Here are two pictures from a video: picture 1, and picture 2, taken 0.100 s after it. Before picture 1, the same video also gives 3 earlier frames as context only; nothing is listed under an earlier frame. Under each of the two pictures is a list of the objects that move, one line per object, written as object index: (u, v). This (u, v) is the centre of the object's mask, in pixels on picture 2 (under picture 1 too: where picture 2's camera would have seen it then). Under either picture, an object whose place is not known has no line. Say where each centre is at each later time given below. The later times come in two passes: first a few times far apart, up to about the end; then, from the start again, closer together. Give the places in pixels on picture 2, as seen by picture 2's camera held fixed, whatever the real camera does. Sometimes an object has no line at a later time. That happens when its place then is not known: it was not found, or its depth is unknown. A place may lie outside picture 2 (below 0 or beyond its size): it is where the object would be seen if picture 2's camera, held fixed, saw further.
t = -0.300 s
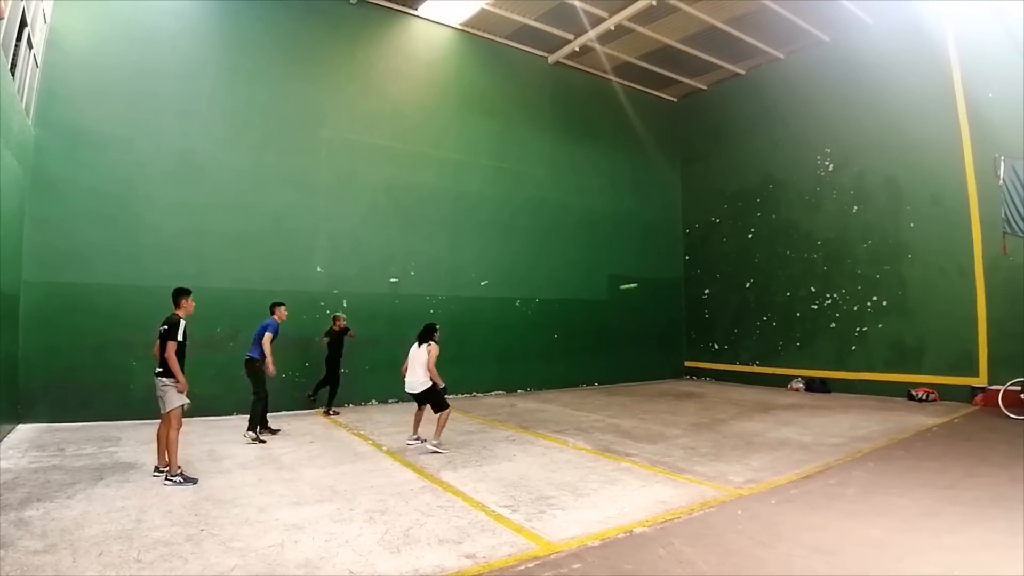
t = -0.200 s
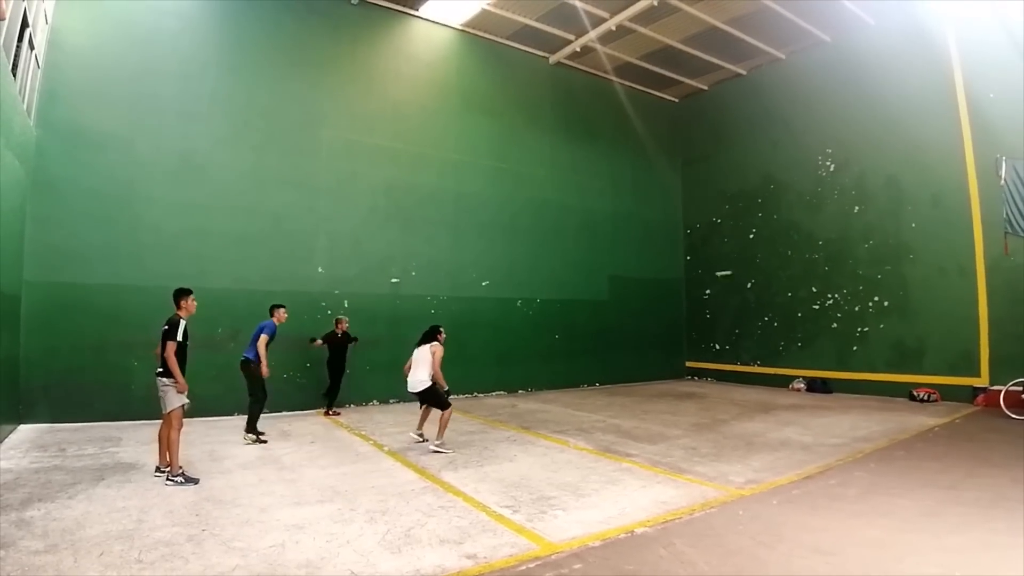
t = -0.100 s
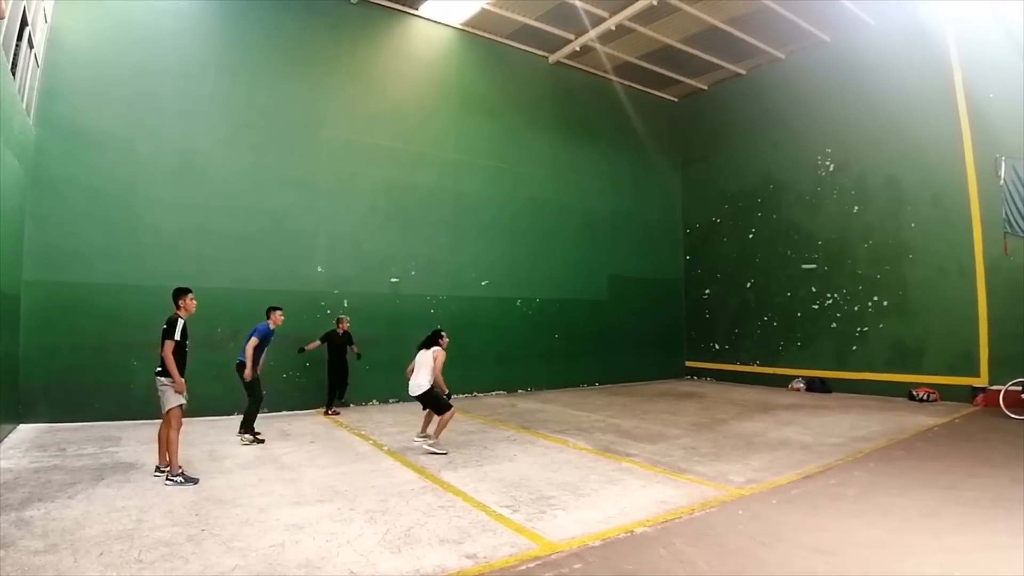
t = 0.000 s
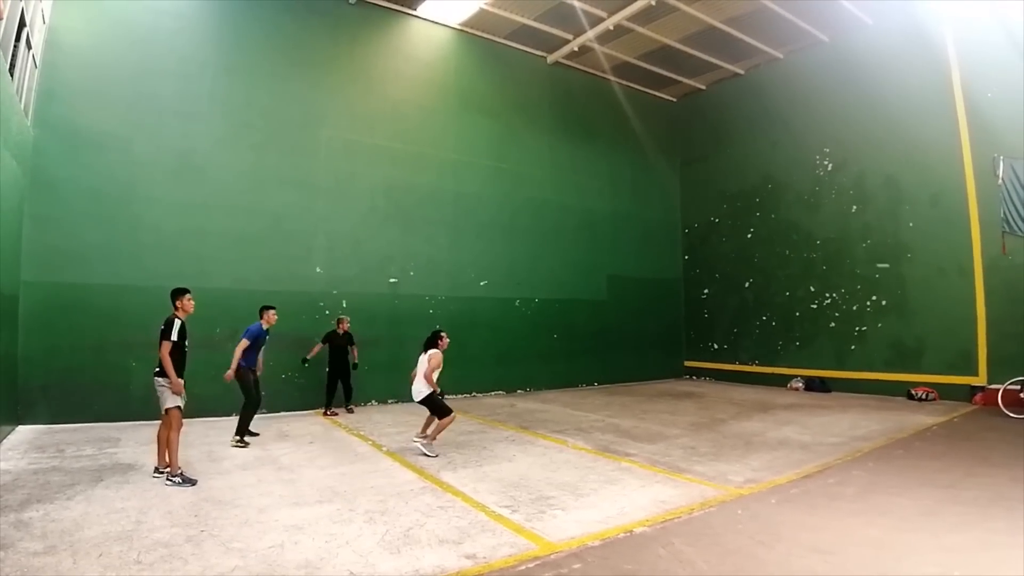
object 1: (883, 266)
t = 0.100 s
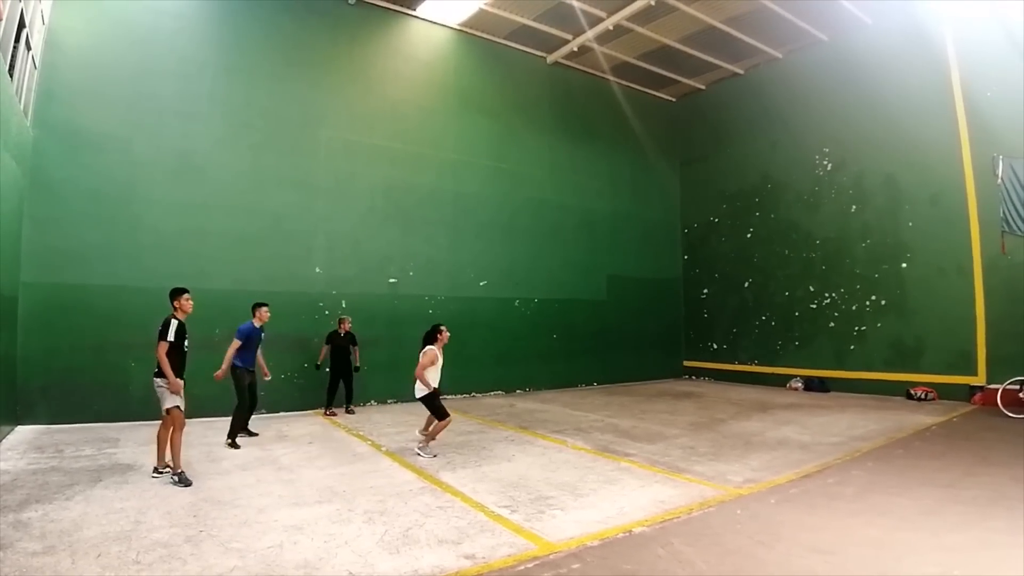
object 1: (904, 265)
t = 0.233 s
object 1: (903, 269)
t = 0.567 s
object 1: (910, 363)
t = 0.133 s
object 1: (903, 266)
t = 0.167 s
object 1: (903, 267)
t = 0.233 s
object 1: (903, 269)
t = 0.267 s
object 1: (903, 272)
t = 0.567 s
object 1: (910, 363)
